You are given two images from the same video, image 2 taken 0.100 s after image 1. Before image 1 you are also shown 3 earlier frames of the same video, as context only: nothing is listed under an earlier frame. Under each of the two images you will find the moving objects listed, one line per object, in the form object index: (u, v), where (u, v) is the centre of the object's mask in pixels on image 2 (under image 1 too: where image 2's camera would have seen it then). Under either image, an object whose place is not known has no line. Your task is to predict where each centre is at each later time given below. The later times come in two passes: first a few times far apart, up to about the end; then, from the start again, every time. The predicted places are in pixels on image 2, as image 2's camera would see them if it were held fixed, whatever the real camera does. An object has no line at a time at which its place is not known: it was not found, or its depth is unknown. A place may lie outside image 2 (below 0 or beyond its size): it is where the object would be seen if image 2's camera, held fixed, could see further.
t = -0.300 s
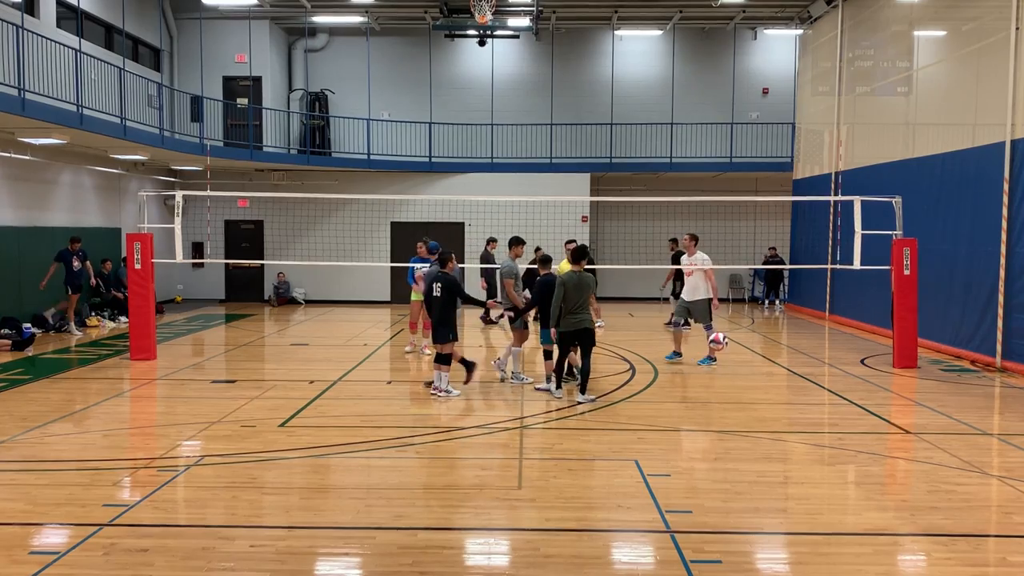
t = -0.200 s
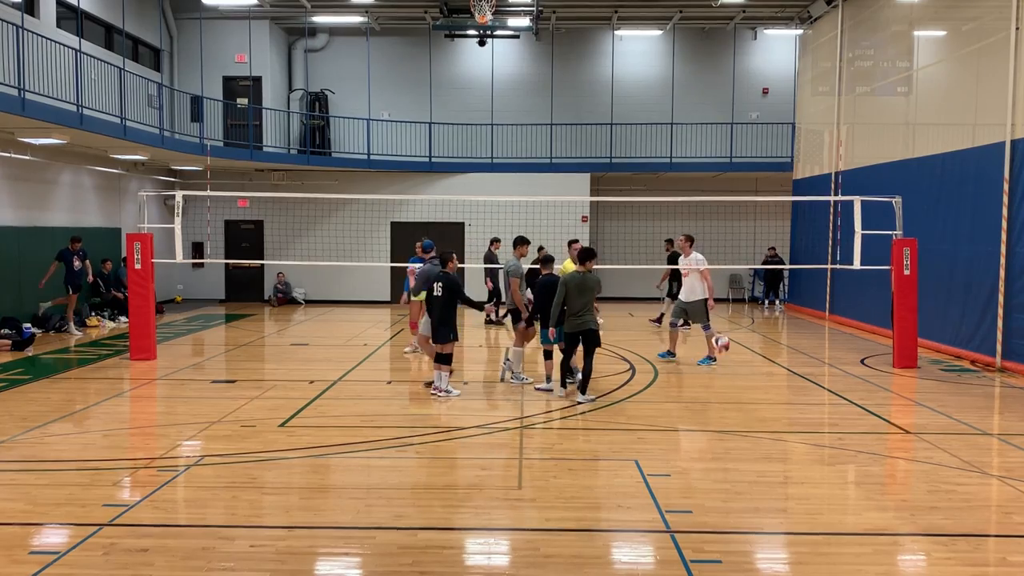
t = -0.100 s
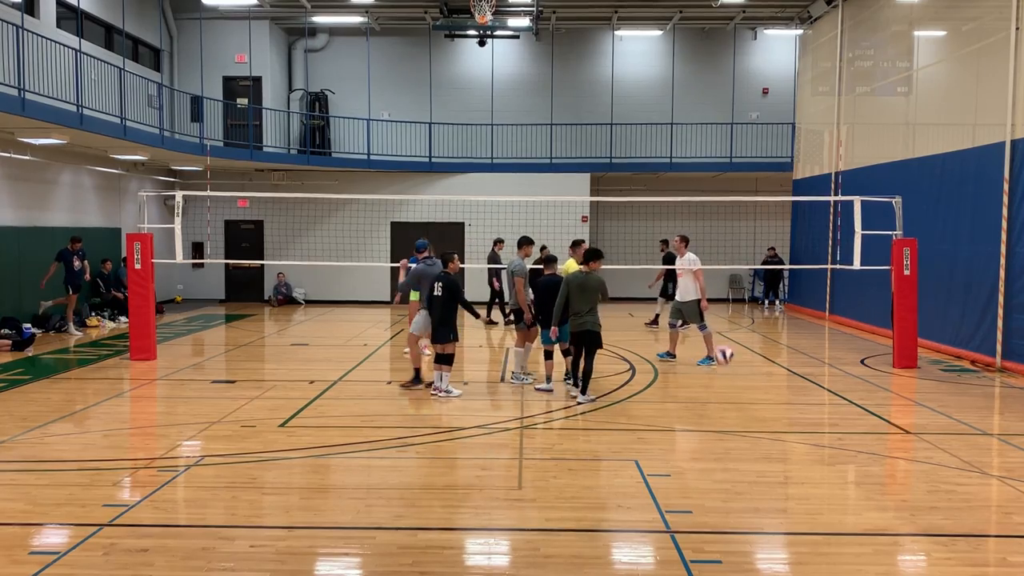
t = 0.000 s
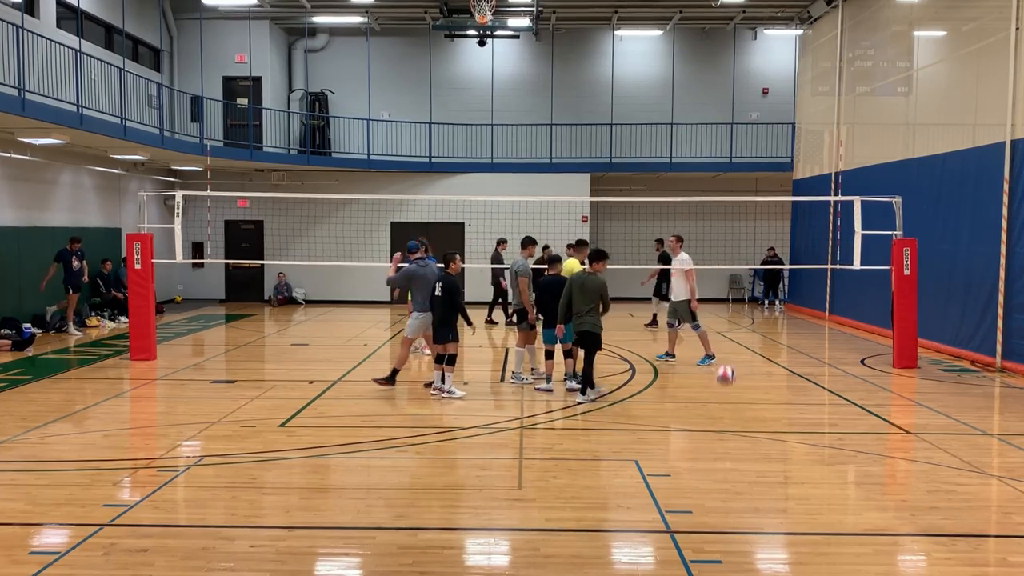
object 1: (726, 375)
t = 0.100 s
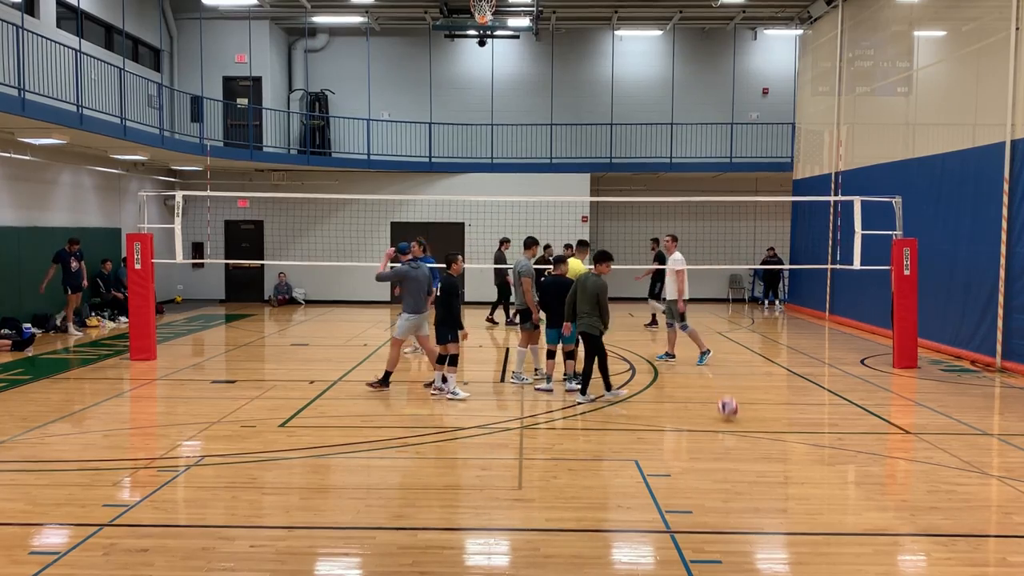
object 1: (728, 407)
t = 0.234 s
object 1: (732, 391)
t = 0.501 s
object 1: (739, 391)
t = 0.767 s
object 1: (747, 427)
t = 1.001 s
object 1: (754, 425)
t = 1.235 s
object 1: (762, 460)
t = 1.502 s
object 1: (774, 468)
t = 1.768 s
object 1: (788, 488)
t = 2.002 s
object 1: (801, 527)
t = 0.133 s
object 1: (729, 408)
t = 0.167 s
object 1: (730, 401)
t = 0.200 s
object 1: (731, 395)
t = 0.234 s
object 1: (732, 391)
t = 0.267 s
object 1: (733, 387)
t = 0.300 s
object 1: (733, 385)
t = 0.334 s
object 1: (734, 382)
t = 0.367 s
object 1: (736, 382)
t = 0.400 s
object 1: (736, 382)
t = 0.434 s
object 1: (737, 384)
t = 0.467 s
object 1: (738, 387)
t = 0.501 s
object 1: (739, 391)
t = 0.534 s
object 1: (740, 397)
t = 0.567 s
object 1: (741, 403)
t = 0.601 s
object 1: (742, 410)
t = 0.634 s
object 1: (742, 420)
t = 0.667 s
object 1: (744, 430)
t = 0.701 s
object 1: (744, 439)
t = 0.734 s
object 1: (745, 432)
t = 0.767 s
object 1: (747, 427)
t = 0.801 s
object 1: (748, 423)
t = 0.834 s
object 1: (749, 421)
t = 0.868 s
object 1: (749, 419)
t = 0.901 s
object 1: (751, 418)
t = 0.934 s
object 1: (752, 419)
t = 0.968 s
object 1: (753, 421)
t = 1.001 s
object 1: (754, 425)
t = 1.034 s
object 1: (755, 429)
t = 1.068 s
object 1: (756, 435)
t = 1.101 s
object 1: (757, 443)
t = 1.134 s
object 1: (758, 453)
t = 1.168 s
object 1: (759, 465)
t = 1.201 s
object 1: (760, 465)
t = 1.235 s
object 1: (762, 460)
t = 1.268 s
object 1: (763, 456)
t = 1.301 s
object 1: (764, 453)
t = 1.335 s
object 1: (766, 452)
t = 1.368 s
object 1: (767, 452)
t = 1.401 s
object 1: (769, 453)
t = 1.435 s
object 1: (771, 457)
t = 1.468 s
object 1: (772, 462)
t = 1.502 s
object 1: (774, 468)
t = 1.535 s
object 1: (775, 476)
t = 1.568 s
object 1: (777, 486)
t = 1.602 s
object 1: (778, 498)
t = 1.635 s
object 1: (780, 494)
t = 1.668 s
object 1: (781, 491)
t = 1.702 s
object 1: (783, 488)
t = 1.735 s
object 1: (786, 487)
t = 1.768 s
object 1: (788, 488)
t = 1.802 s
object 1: (790, 491)
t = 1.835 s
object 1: (791, 495)
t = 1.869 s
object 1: (793, 500)
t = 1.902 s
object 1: (795, 508)
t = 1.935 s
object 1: (797, 518)
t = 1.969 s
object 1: (799, 531)
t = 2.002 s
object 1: (801, 527)
